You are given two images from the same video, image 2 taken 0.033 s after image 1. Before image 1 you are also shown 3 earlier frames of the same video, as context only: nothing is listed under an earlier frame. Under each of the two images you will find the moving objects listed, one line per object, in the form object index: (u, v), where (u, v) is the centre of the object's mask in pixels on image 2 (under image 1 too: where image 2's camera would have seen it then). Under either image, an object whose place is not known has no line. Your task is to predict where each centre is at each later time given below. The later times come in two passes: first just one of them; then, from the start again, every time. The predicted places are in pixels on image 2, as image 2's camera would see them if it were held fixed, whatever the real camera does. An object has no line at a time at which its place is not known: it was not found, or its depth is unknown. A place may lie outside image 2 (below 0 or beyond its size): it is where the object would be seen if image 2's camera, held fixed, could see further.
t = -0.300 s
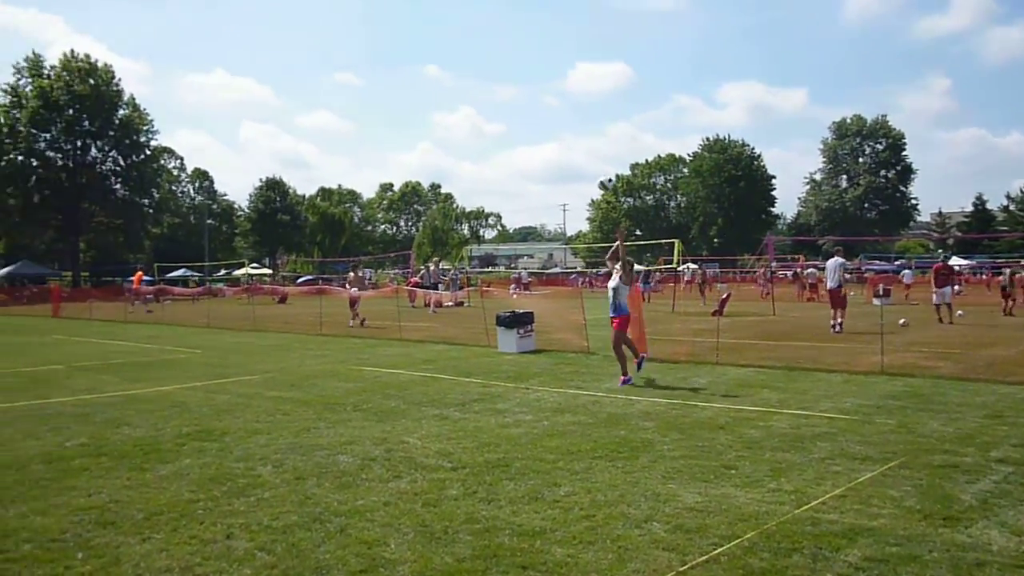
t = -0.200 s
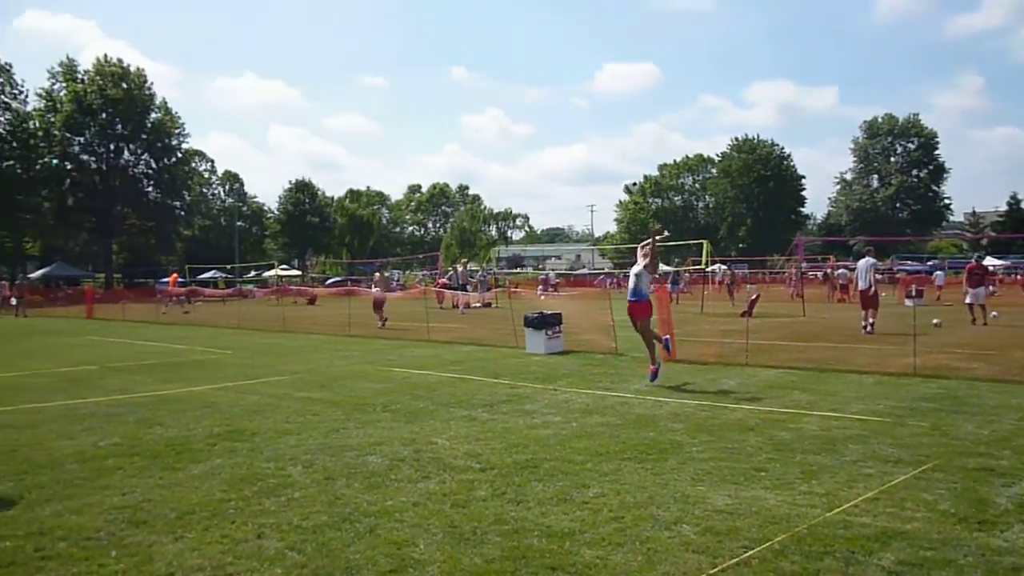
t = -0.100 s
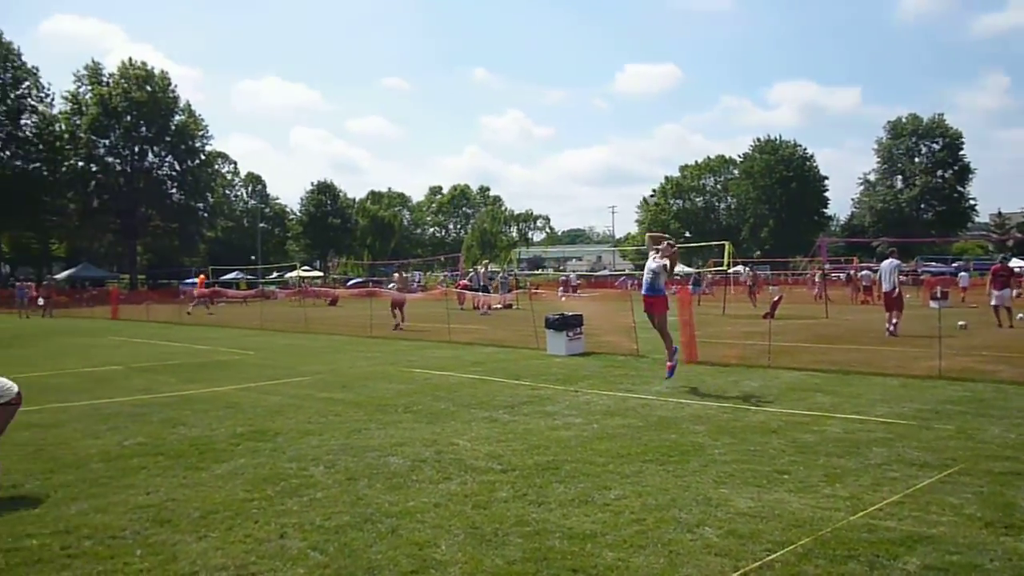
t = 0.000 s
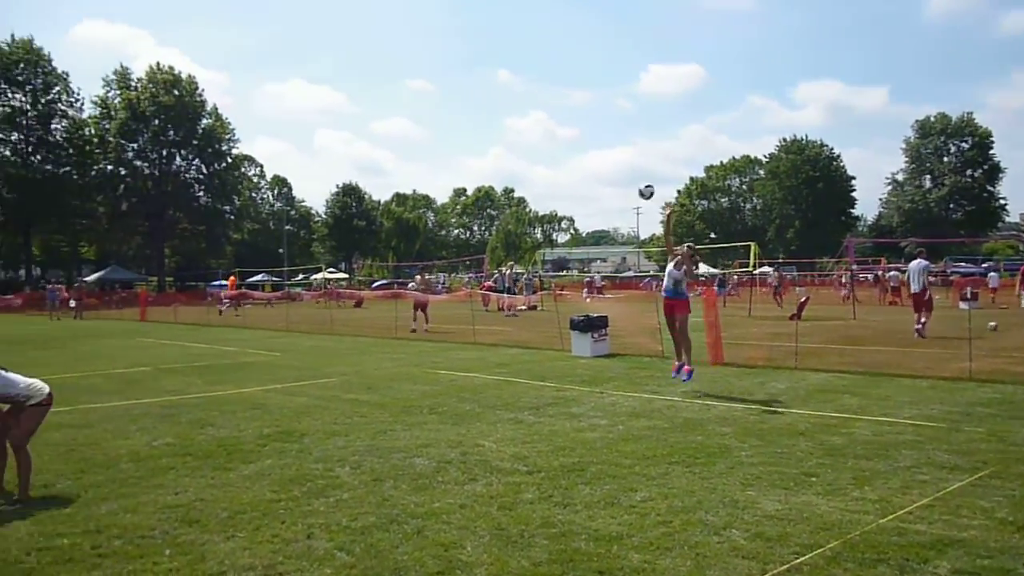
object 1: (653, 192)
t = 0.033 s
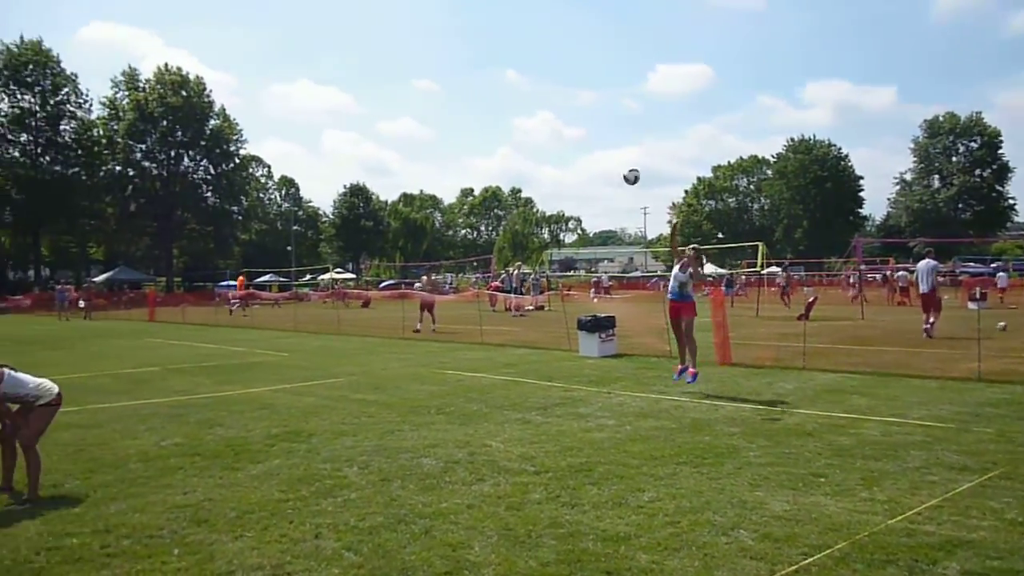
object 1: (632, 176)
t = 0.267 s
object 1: (432, 74)
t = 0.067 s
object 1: (608, 161)
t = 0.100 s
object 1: (584, 146)
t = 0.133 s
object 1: (558, 131)
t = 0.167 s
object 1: (530, 116)
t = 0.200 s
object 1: (500, 103)
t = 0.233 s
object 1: (467, 88)
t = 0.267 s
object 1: (432, 74)
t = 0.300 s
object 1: (394, 60)
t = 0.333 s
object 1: (354, 47)
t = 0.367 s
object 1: (310, 33)
